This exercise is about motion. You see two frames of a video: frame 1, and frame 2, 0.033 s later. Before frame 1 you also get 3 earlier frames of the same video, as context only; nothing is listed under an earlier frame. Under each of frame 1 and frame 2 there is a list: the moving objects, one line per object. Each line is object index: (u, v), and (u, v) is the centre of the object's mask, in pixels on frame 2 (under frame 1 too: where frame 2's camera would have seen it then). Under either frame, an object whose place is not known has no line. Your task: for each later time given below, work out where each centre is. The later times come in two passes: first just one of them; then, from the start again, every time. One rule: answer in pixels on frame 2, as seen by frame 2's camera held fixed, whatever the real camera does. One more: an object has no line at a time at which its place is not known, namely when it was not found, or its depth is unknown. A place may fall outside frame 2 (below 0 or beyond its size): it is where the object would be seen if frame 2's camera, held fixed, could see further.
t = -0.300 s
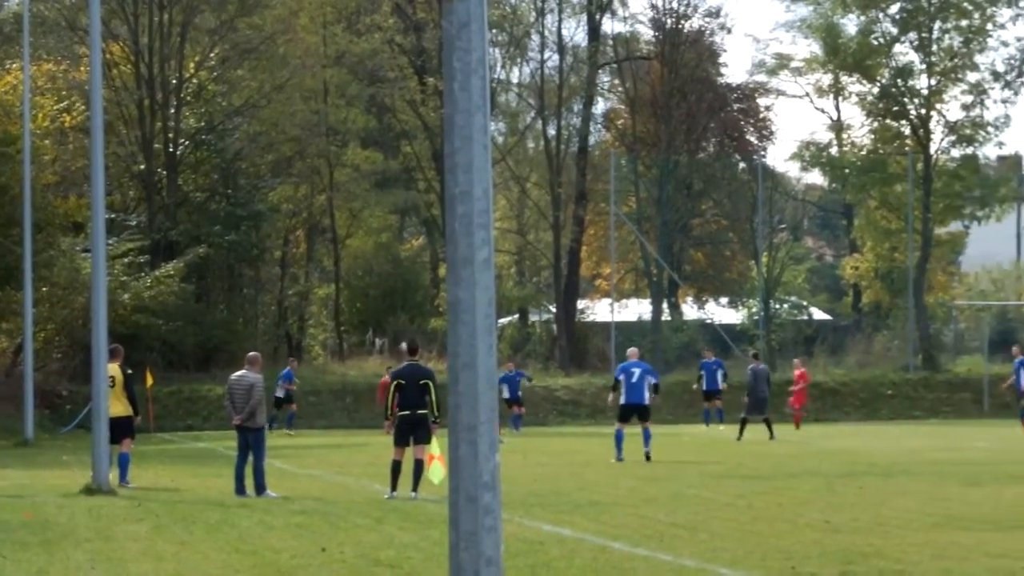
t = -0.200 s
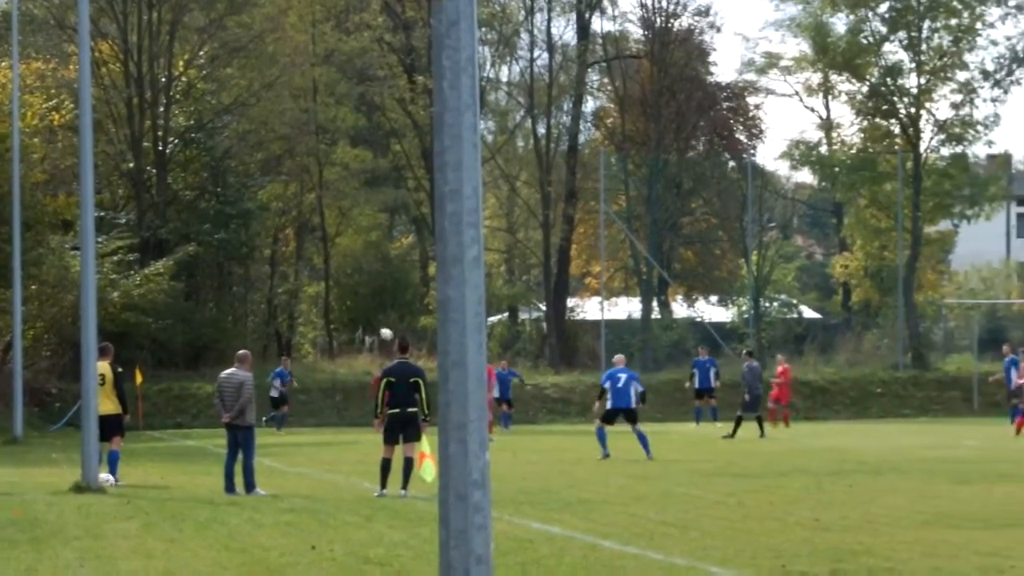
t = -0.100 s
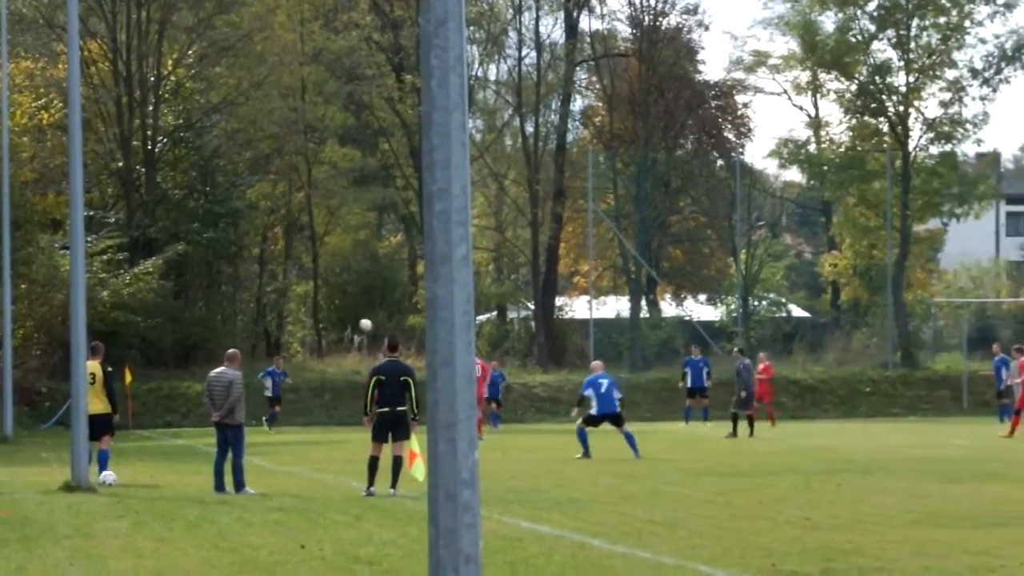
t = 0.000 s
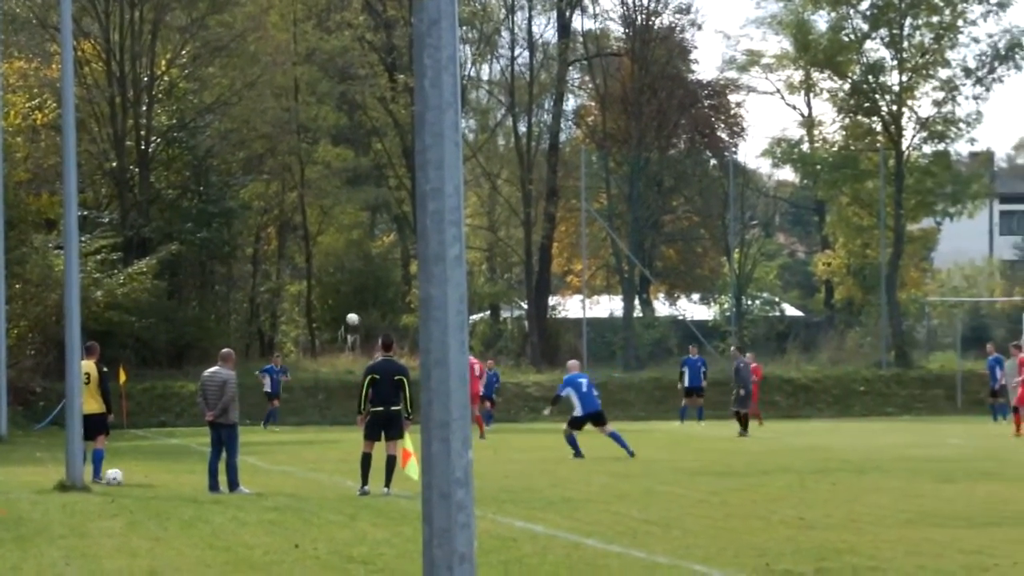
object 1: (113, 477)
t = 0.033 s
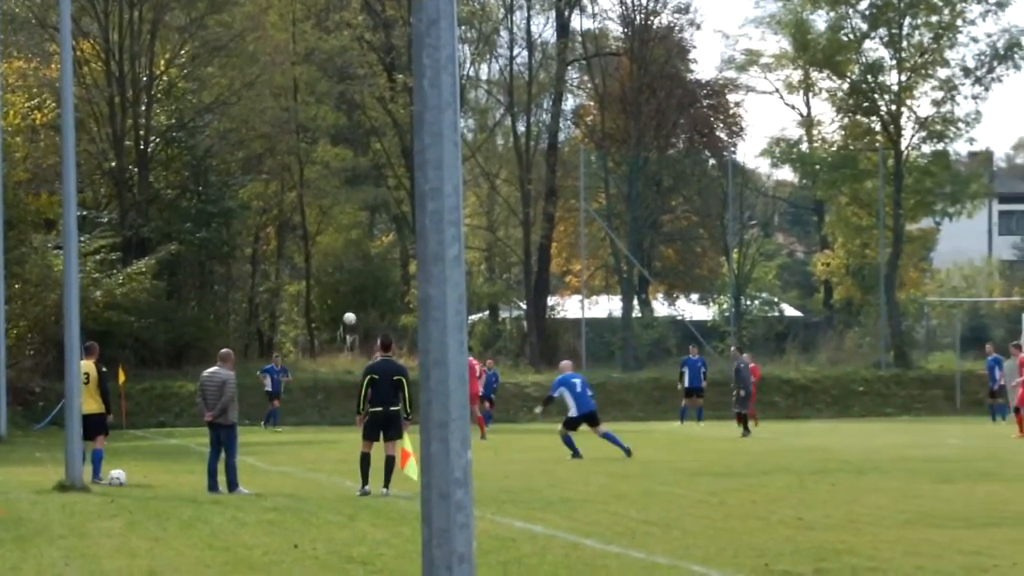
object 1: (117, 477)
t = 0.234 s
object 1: (139, 476)
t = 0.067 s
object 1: (119, 478)
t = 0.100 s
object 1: (124, 478)
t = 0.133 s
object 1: (127, 476)
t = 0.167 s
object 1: (130, 476)
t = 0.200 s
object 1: (134, 476)
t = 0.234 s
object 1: (139, 476)
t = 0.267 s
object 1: (141, 477)
